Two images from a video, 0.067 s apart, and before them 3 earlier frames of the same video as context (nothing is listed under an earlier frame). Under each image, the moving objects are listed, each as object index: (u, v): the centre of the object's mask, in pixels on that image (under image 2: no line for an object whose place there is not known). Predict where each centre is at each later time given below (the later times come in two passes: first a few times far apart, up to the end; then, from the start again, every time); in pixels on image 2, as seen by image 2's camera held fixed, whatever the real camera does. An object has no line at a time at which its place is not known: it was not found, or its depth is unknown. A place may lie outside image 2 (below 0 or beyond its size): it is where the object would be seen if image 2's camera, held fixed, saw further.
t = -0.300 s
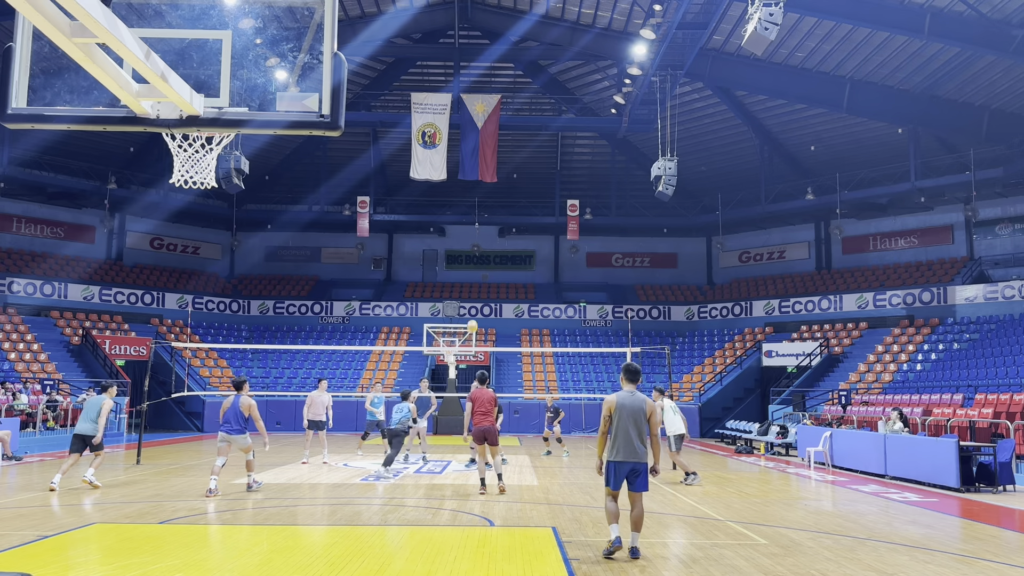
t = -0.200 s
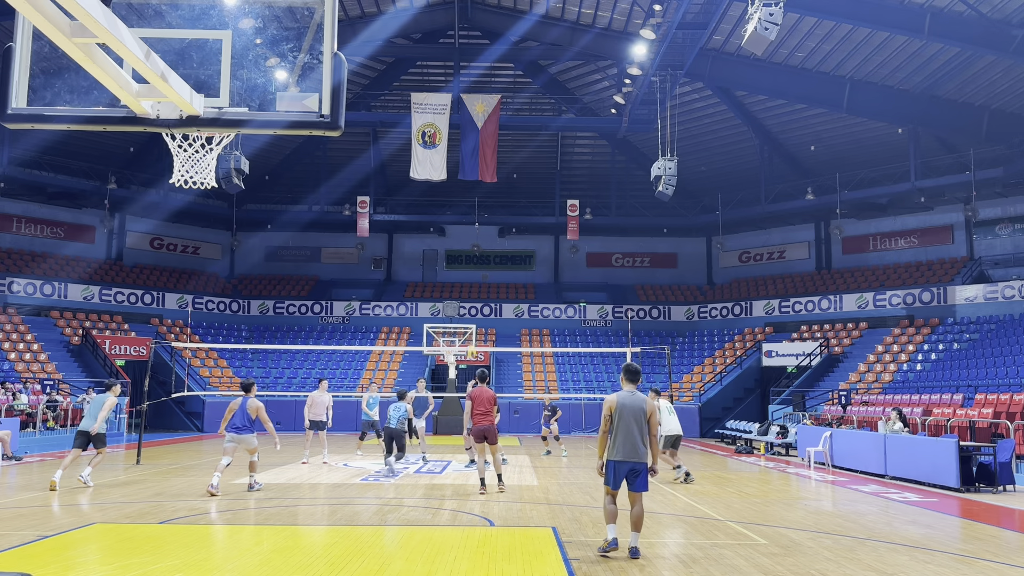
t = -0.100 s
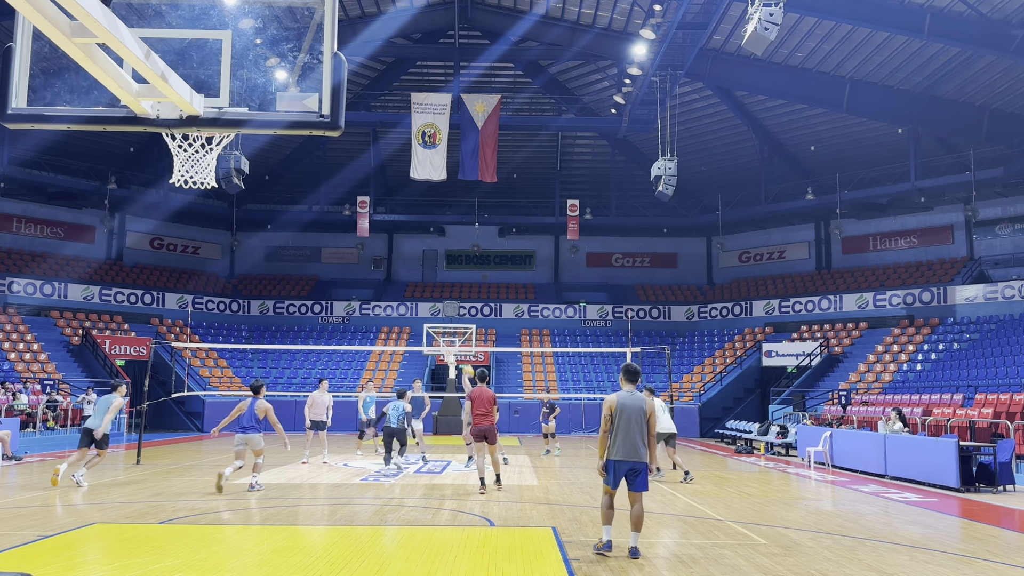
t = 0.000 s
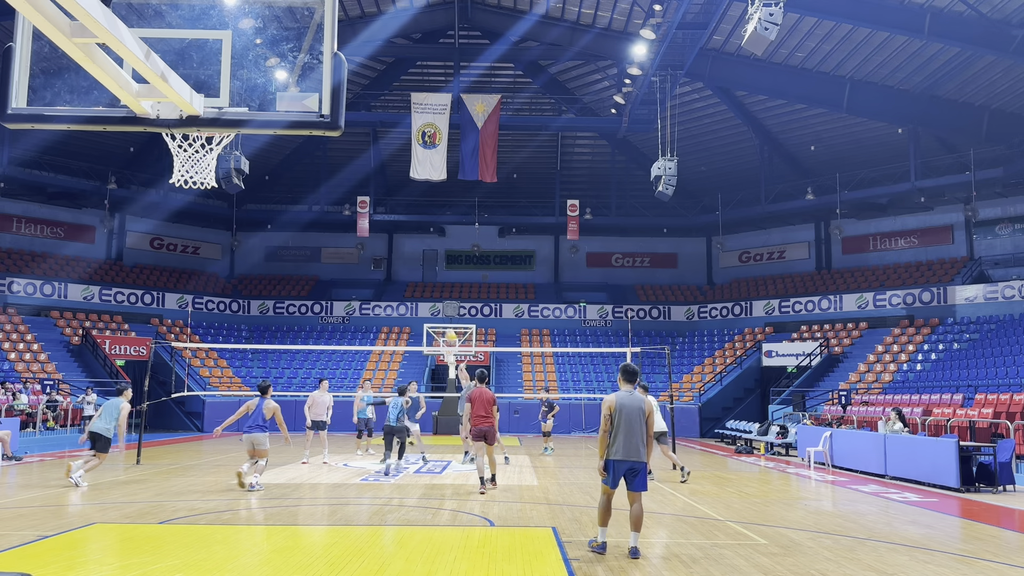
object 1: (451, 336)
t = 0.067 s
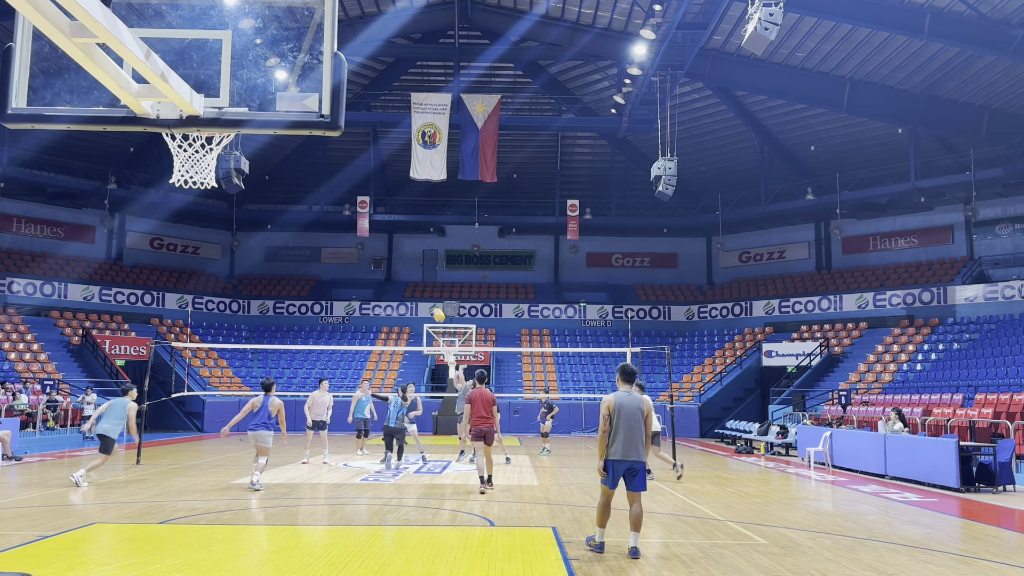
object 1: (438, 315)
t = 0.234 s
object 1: (409, 274)
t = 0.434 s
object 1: (373, 243)
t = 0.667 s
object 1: (331, 232)
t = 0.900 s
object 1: (288, 249)
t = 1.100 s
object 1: (251, 285)
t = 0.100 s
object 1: (432, 305)
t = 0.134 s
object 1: (426, 297)
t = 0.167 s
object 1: (420, 289)
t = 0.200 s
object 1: (414, 281)
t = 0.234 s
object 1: (409, 274)
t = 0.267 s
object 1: (402, 268)
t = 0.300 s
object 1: (397, 262)
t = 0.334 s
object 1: (391, 256)
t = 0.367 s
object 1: (385, 251)
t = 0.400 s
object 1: (379, 247)
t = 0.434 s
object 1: (373, 243)
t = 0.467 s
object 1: (367, 240)
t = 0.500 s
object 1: (361, 238)
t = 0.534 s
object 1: (355, 235)
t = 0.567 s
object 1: (349, 234)
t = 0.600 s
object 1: (343, 233)
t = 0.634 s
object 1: (337, 232)
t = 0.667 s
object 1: (331, 232)
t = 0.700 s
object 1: (325, 233)
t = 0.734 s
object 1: (319, 234)
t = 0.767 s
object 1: (313, 236)
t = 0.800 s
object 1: (307, 238)
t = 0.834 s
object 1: (301, 241)
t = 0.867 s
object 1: (295, 245)
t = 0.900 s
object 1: (288, 249)
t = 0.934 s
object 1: (282, 253)
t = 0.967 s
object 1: (276, 258)
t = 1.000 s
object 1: (270, 264)
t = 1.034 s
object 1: (264, 270)
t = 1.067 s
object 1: (257, 277)
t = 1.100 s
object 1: (251, 285)
